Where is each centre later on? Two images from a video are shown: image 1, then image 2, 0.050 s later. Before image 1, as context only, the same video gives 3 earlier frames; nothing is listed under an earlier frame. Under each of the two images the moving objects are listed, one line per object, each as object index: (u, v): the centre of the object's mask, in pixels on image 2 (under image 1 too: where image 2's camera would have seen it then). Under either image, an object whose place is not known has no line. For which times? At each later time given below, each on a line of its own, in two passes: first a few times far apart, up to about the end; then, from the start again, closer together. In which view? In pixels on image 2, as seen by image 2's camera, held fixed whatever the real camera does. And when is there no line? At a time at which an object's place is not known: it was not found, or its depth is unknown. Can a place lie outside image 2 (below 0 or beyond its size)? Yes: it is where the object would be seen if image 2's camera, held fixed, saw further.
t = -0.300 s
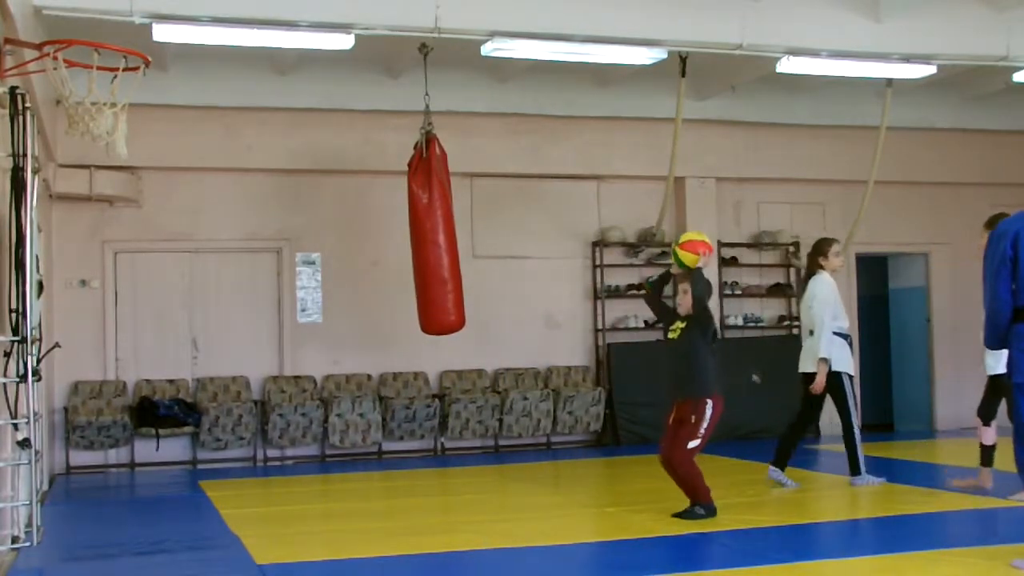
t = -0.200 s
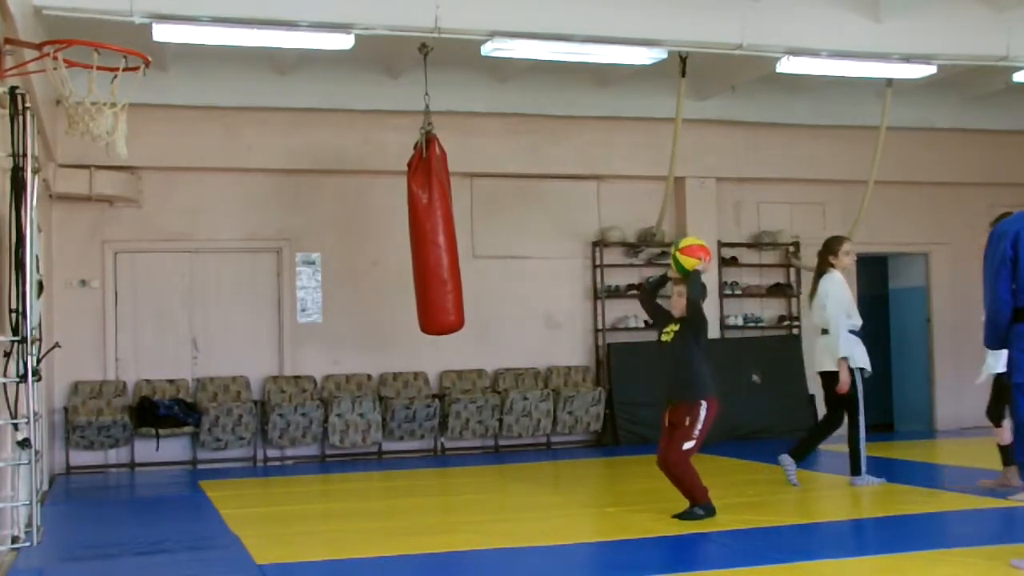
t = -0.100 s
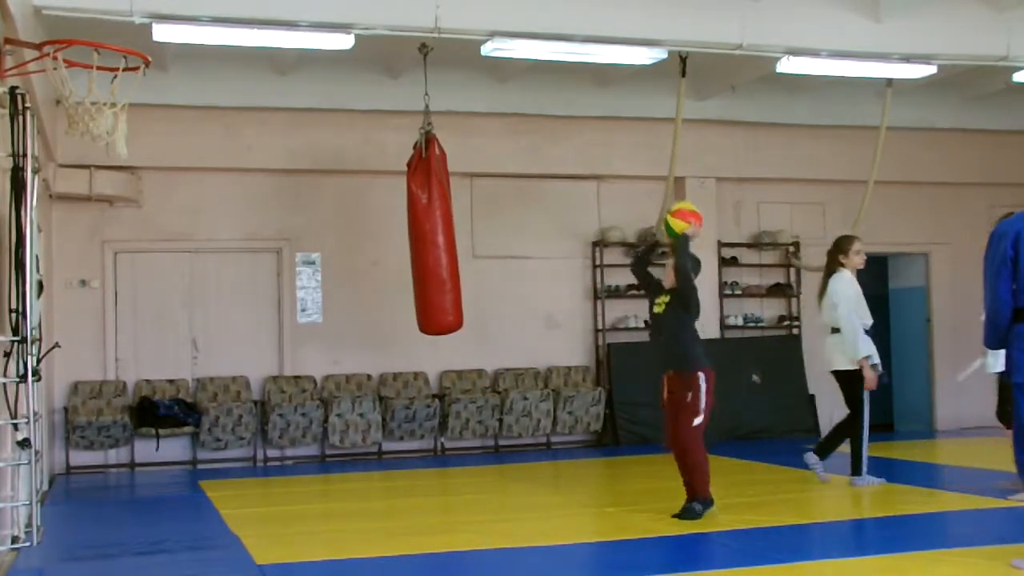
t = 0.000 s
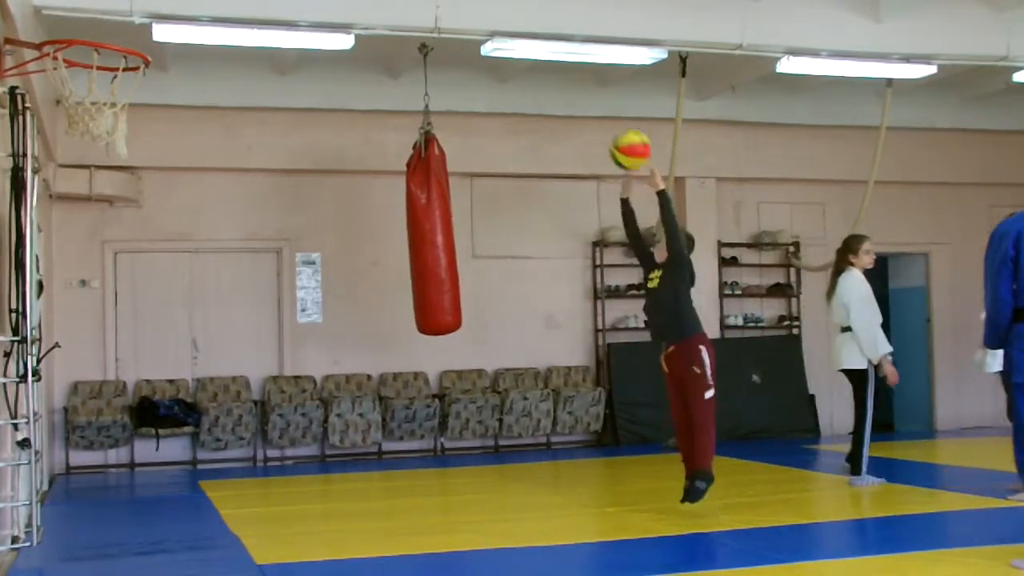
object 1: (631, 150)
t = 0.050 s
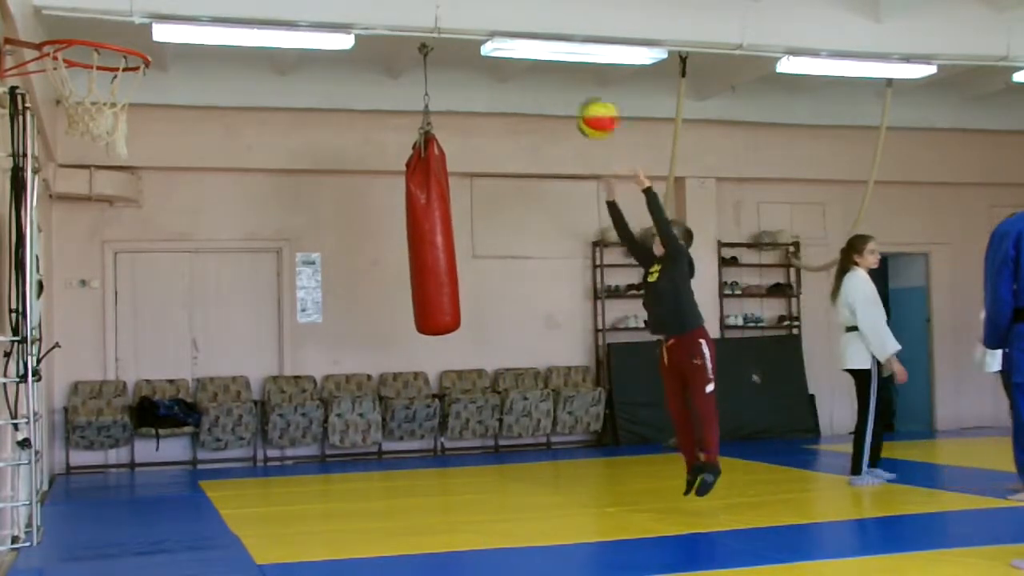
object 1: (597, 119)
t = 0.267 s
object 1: (450, 35)
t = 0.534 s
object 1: (266, 58)
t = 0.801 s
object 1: (78, 229)
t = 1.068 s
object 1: (192, 445)
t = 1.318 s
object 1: (307, 406)
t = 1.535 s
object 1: (395, 337)
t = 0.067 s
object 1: (586, 109)
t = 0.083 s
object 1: (576, 100)
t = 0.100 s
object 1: (564, 92)
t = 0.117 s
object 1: (553, 84)
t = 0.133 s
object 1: (542, 77)
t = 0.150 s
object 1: (531, 70)
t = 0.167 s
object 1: (519, 63)
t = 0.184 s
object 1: (507, 57)
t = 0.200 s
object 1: (495, 52)
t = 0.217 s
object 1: (484, 47)
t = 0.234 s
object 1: (473, 42)
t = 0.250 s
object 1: (461, 38)
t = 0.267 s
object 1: (450, 35)
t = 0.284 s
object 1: (439, 33)
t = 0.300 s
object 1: (427, 31)
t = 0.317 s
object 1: (416, 29)
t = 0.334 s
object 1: (404, 27)
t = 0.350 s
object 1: (392, 27)
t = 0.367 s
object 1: (381, 27)
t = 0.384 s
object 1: (370, 27)
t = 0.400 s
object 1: (358, 28)
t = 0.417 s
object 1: (347, 30)
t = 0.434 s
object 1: (336, 32)
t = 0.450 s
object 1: (323, 36)
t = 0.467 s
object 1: (312, 38)
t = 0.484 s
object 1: (300, 42)
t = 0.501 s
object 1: (288, 47)
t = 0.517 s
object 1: (277, 52)
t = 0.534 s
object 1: (266, 58)
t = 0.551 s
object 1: (254, 65)
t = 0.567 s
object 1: (242, 71)
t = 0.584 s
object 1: (231, 79)
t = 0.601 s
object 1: (218, 86)
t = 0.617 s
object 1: (206, 94)
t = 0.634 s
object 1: (195, 104)
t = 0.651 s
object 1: (183, 113)
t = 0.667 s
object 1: (171, 125)
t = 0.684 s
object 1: (159, 136)
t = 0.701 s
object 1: (148, 146)
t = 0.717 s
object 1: (136, 159)
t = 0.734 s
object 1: (125, 172)
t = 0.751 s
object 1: (114, 185)
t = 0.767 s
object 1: (101, 200)
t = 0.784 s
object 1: (89, 215)
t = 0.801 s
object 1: (78, 229)
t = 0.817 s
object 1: (65, 246)
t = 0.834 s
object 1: (60, 260)
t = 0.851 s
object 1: (69, 270)
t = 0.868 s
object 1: (78, 281)
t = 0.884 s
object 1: (87, 292)
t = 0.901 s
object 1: (96, 304)
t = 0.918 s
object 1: (105, 315)
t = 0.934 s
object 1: (115, 327)
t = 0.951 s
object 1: (125, 340)
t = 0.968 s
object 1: (134, 353)
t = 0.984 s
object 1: (144, 366)
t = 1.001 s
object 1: (155, 383)
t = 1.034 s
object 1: (173, 412)
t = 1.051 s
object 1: (183, 428)
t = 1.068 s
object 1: (192, 445)
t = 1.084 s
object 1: (201, 461)
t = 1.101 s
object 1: (209, 481)
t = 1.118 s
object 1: (218, 499)
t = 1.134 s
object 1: (226, 519)
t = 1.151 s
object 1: (235, 530)
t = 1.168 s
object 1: (243, 516)
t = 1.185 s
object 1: (250, 501)
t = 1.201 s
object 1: (256, 486)
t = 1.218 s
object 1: (264, 472)
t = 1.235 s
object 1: (271, 460)
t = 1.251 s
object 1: (278, 449)
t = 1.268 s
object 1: (286, 437)
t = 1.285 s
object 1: (292, 427)
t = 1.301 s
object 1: (300, 416)
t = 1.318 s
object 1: (307, 406)
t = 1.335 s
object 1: (315, 398)
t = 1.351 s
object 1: (322, 389)
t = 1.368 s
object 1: (329, 383)
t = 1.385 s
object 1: (335, 376)
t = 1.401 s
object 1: (343, 370)
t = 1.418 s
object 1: (350, 364)
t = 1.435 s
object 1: (356, 359)
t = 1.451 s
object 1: (362, 353)
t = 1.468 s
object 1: (369, 349)
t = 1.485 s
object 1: (376, 346)
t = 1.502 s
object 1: (382, 343)
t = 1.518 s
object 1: (388, 340)
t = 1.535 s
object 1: (395, 337)
